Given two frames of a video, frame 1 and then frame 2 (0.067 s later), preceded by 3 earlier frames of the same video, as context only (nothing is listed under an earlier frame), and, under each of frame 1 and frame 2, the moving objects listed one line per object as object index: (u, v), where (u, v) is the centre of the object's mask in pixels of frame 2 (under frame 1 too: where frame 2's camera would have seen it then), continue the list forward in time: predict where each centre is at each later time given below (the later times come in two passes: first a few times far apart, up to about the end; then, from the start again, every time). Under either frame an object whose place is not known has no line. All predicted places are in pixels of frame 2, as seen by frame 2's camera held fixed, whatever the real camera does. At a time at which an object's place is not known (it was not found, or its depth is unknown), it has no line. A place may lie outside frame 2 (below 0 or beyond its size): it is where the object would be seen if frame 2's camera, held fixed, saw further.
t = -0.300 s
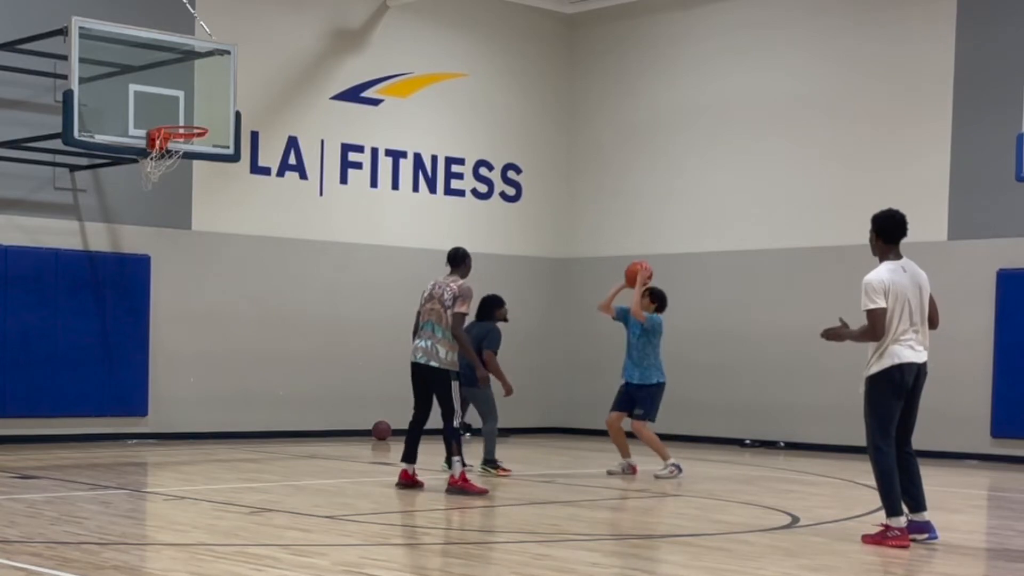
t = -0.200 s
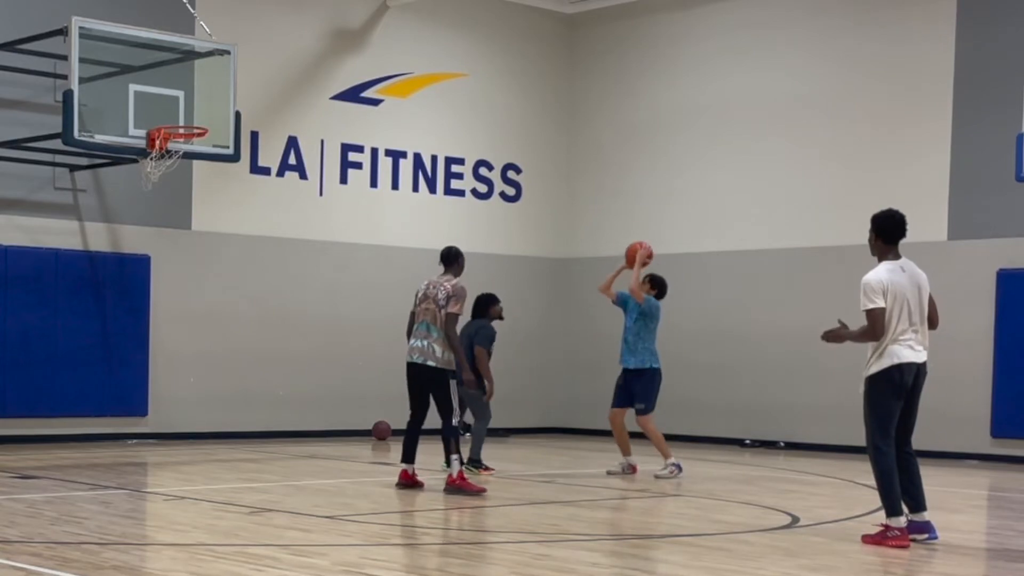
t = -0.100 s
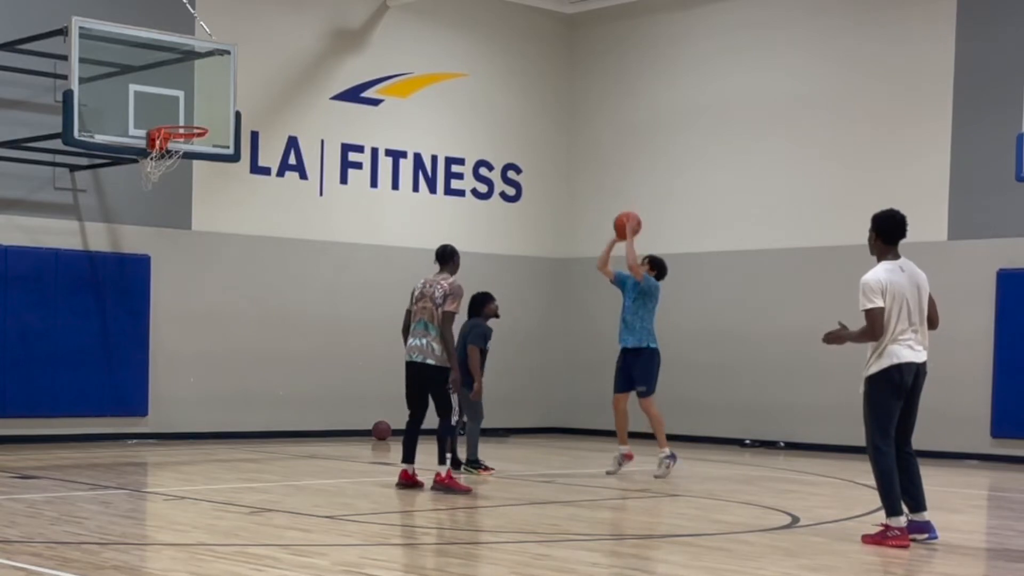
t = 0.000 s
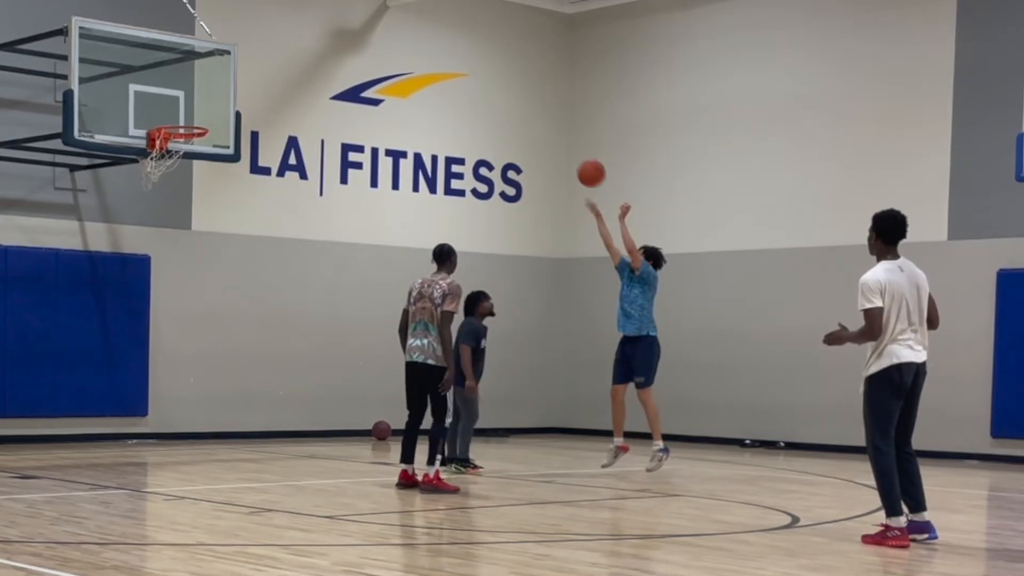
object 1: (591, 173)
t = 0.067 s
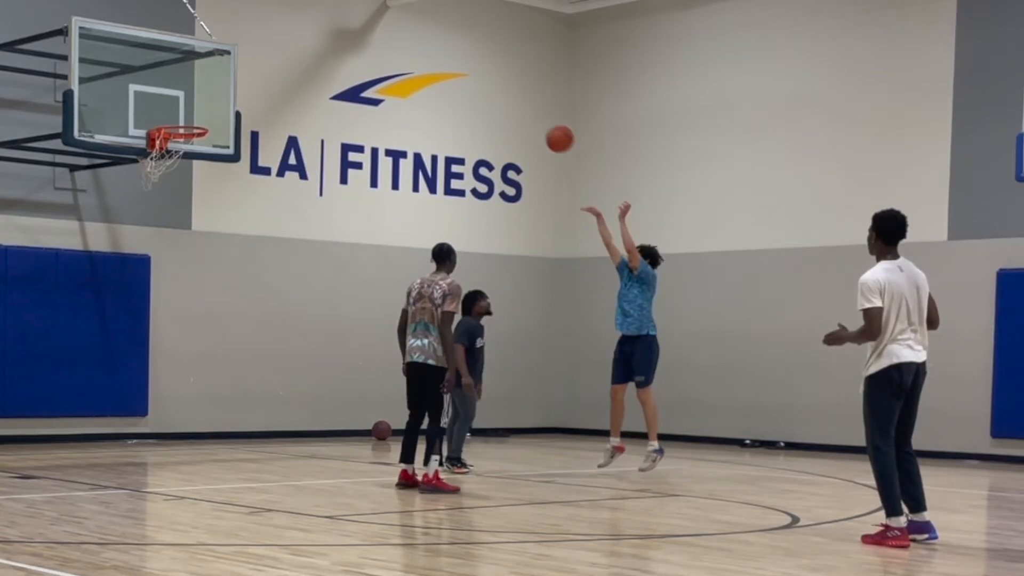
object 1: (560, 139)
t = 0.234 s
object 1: (481, 75)
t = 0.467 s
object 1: (373, 38)
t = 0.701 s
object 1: (266, 61)
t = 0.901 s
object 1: (176, 127)
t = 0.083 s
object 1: (552, 131)
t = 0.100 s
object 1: (544, 123)
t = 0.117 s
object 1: (536, 116)
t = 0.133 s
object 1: (528, 109)
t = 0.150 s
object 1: (520, 103)
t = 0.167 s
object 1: (513, 96)
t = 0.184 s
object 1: (505, 90)
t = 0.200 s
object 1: (497, 85)
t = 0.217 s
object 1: (489, 80)
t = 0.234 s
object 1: (481, 75)
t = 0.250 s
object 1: (474, 70)
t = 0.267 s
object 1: (466, 66)
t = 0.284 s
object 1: (458, 62)
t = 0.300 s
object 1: (450, 58)
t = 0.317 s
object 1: (442, 55)
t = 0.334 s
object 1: (435, 51)
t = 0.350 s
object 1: (427, 49)
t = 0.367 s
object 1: (419, 46)
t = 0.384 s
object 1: (411, 44)
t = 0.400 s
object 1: (404, 42)
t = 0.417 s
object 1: (396, 41)
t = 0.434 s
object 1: (388, 40)
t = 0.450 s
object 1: (381, 39)
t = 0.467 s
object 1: (373, 38)
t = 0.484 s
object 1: (365, 38)
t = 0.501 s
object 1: (358, 38)
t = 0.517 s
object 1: (350, 39)
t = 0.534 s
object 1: (343, 39)
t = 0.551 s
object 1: (335, 40)
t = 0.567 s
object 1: (327, 41)
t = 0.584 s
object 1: (319, 43)
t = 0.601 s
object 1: (311, 44)
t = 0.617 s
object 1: (304, 47)
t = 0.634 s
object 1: (296, 49)
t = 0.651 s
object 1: (288, 52)
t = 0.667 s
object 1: (281, 55)
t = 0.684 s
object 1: (273, 58)
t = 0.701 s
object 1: (266, 61)
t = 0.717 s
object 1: (258, 65)
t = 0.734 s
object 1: (251, 69)
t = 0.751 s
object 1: (243, 74)
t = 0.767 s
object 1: (236, 79)
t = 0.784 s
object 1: (228, 83)
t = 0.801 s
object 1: (220, 89)
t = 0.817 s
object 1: (213, 95)
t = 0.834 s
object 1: (206, 101)
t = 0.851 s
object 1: (199, 107)
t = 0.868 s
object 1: (191, 113)
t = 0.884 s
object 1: (184, 118)
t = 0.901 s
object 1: (176, 127)
